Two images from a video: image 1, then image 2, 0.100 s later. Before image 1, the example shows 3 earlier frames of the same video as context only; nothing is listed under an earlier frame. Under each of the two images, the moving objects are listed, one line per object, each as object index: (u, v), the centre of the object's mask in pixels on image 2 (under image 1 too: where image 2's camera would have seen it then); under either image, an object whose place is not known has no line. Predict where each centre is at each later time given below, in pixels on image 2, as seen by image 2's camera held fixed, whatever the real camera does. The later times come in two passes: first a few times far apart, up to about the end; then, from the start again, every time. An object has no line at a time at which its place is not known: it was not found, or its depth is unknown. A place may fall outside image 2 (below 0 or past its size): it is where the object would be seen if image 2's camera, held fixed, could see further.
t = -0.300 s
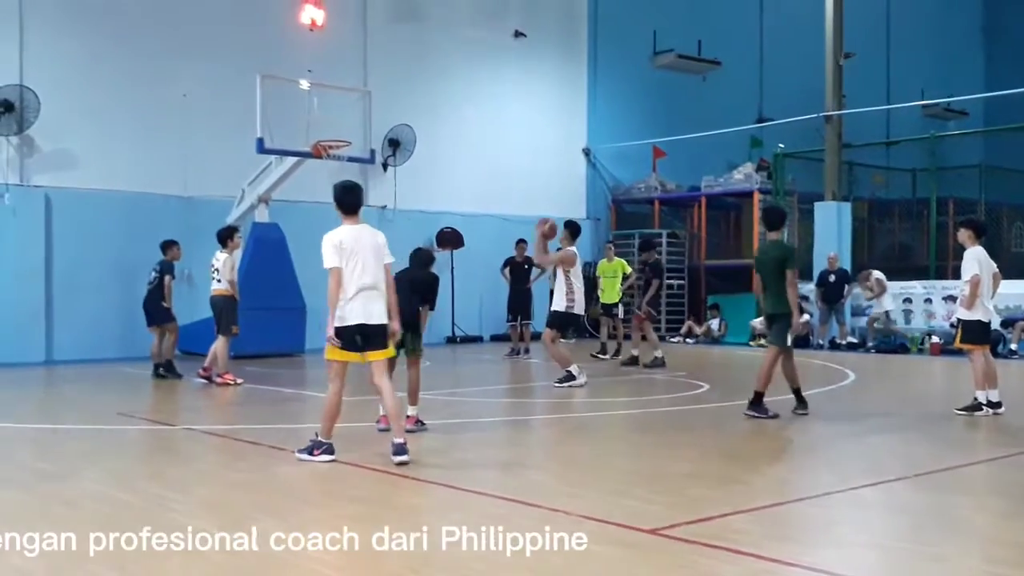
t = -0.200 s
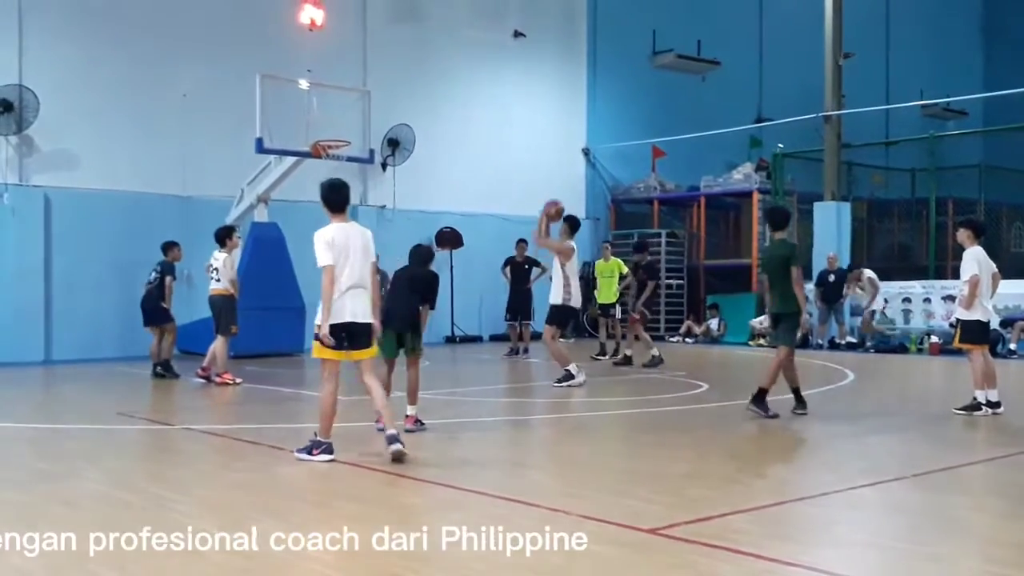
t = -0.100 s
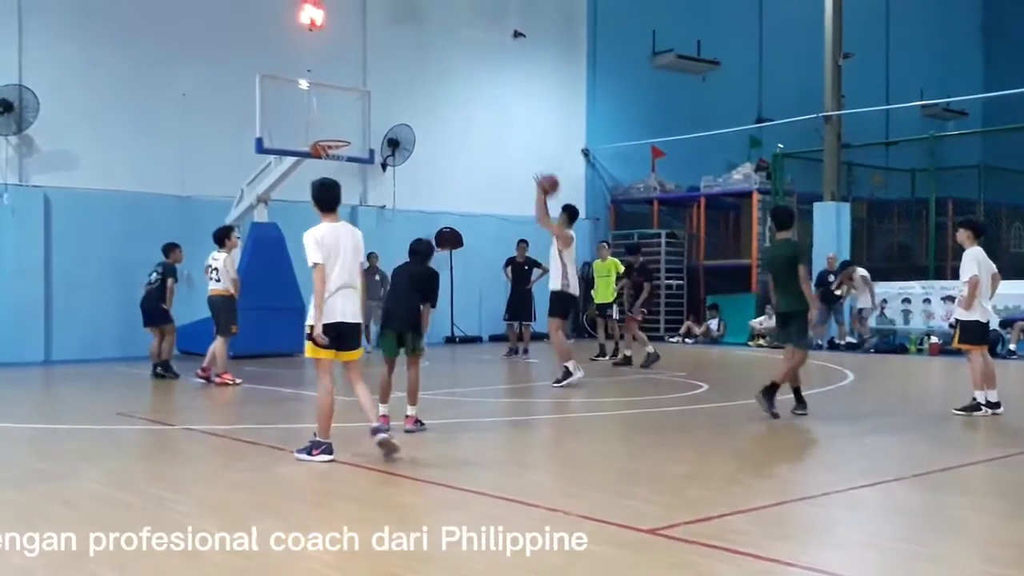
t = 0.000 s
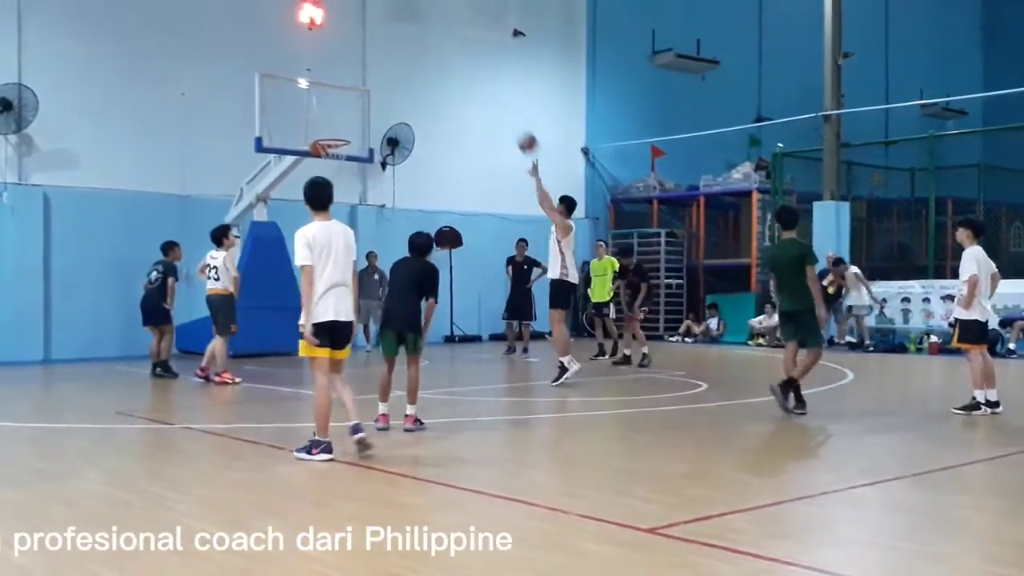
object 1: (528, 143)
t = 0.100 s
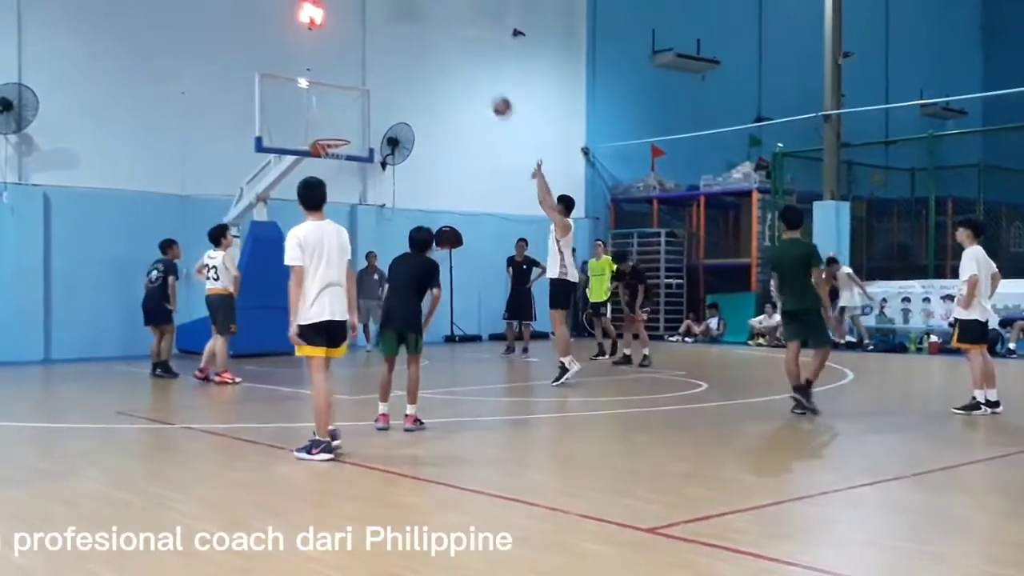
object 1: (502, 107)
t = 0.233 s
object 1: (469, 75)
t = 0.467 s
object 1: (419, 58)
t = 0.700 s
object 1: (375, 81)
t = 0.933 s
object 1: (339, 139)
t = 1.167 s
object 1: (317, 156)
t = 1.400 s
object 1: (335, 174)
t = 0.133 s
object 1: (494, 98)
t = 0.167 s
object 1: (485, 89)
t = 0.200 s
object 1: (477, 81)
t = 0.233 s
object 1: (469, 75)
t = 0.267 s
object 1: (462, 69)
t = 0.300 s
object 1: (454, 65)
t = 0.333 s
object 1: (447, 62)
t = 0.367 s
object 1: (440, 59)
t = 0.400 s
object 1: (432, 58)
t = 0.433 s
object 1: (426, 58)
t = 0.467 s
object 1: (419, 58)
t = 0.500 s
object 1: (412, 59)
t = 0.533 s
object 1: (406, 61)
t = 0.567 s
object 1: (400, 63)
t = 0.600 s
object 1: (393, 67)
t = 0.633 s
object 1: (387, 70)
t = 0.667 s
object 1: (381, 76)
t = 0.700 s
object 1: (375, 81)
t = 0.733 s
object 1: (369, 88)
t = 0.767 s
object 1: (364, 95)
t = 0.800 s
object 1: (358, 103)
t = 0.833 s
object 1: (353, 111)
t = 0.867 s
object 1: (348, 120)
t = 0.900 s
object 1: (342, 130)
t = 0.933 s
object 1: (339, 139)
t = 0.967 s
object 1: (332, 146)
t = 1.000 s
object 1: (325, 147)
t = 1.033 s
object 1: (316, 155)
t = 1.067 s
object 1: (315, 157)
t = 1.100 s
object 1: (315, 156)
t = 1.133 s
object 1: (315, 156)
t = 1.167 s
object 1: (317, 156)
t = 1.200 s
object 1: (319, 156)
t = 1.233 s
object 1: (322, 157)
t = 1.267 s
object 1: (325, 159)
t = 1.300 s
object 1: (327, 160)
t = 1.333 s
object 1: (330, 164)
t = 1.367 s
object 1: (332, 169)
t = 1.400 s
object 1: (335, 174)
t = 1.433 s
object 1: (337, 179)
